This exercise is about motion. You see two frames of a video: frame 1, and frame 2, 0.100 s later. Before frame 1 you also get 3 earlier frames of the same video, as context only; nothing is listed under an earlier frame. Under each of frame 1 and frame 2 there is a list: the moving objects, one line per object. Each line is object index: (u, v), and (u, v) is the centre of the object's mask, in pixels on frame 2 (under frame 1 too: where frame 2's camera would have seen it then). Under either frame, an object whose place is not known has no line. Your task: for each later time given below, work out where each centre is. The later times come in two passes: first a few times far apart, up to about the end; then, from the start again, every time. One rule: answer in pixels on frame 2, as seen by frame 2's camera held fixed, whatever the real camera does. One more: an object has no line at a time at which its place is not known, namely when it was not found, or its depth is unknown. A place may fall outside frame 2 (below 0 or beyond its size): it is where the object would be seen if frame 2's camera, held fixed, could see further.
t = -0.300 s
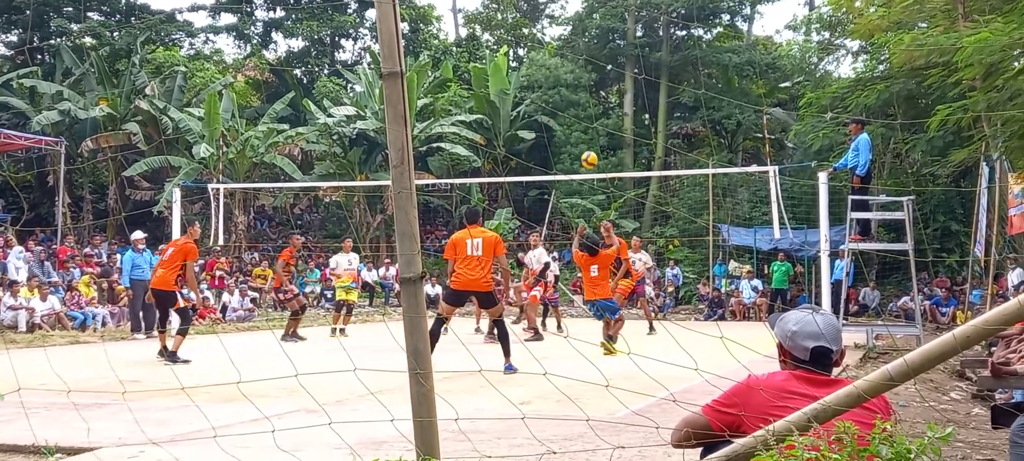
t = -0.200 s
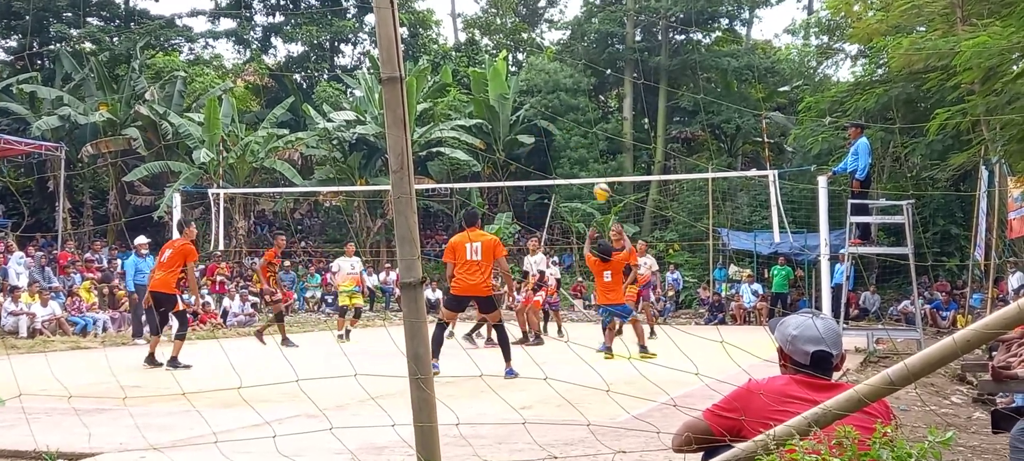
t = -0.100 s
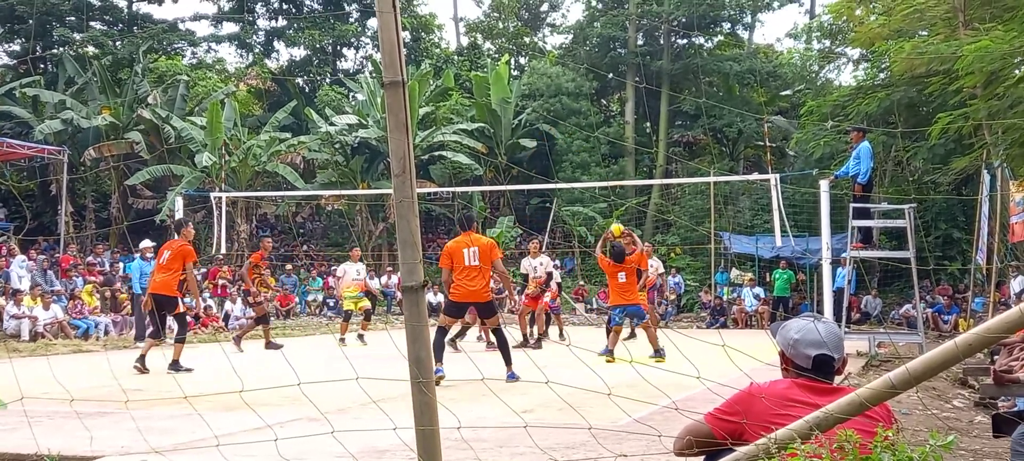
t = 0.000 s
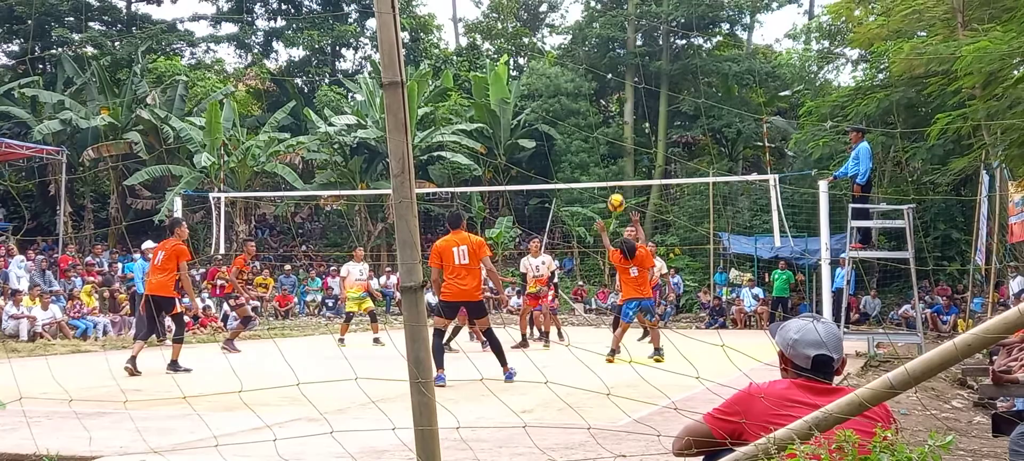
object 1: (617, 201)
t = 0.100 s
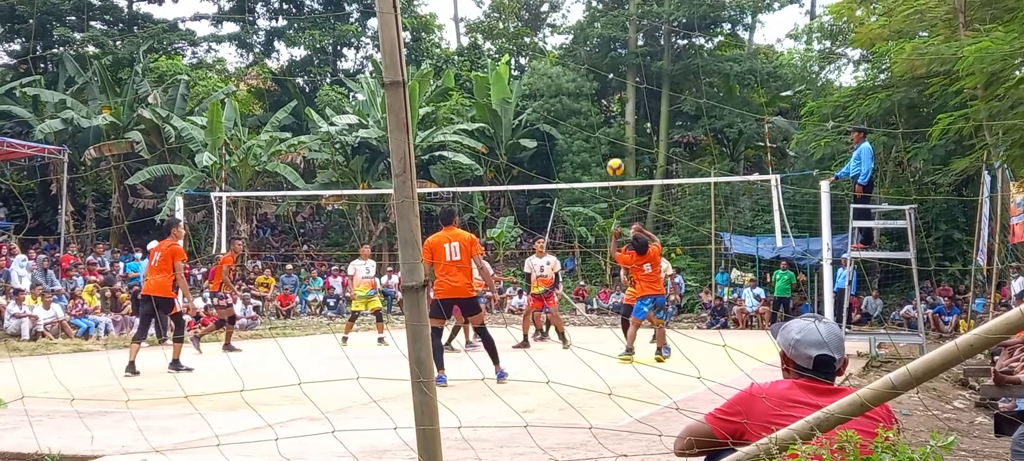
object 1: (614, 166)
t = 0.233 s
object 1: (613, 133)
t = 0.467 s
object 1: (610, 108)
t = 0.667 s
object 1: (608, 118)
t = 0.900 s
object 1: (605, 164)
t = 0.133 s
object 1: (614, 157)
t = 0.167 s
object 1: (614, 148)
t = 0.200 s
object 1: (613, 140)
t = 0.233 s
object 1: (613, 133)
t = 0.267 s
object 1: (612, 127)
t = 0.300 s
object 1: (612, 121)
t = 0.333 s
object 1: (611, 117)
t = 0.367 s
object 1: (611, 114)
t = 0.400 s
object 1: (610, 111)
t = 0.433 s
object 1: (610, 109)
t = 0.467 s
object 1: (610, 108)
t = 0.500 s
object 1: (609, 108)
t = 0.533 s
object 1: (609, 108)
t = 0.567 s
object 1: (609, 110)
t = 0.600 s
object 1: (608, 112)
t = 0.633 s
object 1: (608, 114)
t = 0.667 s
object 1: (608, 118)
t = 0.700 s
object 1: (607, 122)
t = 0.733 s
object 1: (607, 128)
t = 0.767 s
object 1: (607, 134)
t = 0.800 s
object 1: (606, 140)
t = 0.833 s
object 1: (606, 148)
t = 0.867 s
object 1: (606, 155)
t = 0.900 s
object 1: (605, 164)
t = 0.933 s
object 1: (605, 174)
